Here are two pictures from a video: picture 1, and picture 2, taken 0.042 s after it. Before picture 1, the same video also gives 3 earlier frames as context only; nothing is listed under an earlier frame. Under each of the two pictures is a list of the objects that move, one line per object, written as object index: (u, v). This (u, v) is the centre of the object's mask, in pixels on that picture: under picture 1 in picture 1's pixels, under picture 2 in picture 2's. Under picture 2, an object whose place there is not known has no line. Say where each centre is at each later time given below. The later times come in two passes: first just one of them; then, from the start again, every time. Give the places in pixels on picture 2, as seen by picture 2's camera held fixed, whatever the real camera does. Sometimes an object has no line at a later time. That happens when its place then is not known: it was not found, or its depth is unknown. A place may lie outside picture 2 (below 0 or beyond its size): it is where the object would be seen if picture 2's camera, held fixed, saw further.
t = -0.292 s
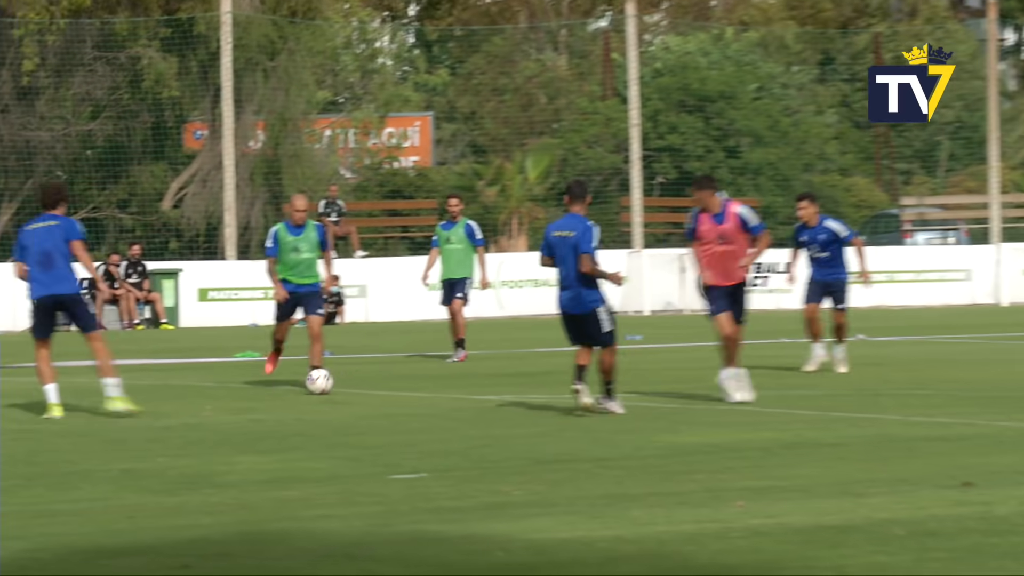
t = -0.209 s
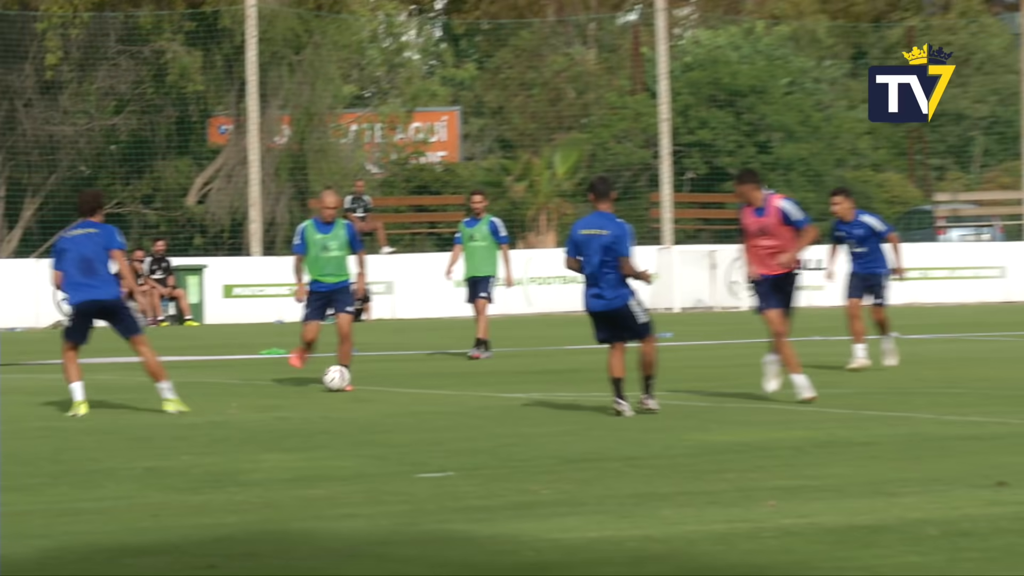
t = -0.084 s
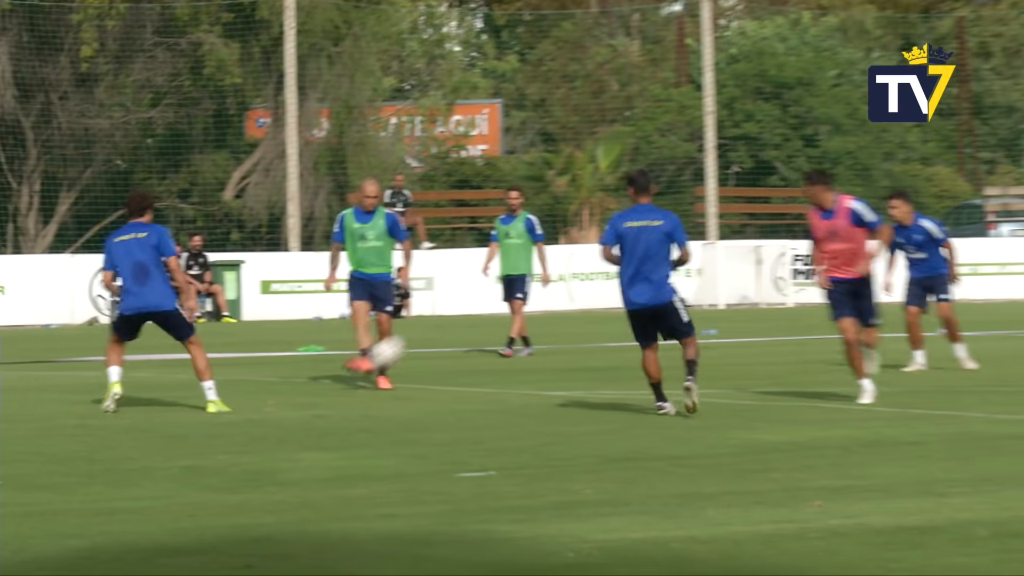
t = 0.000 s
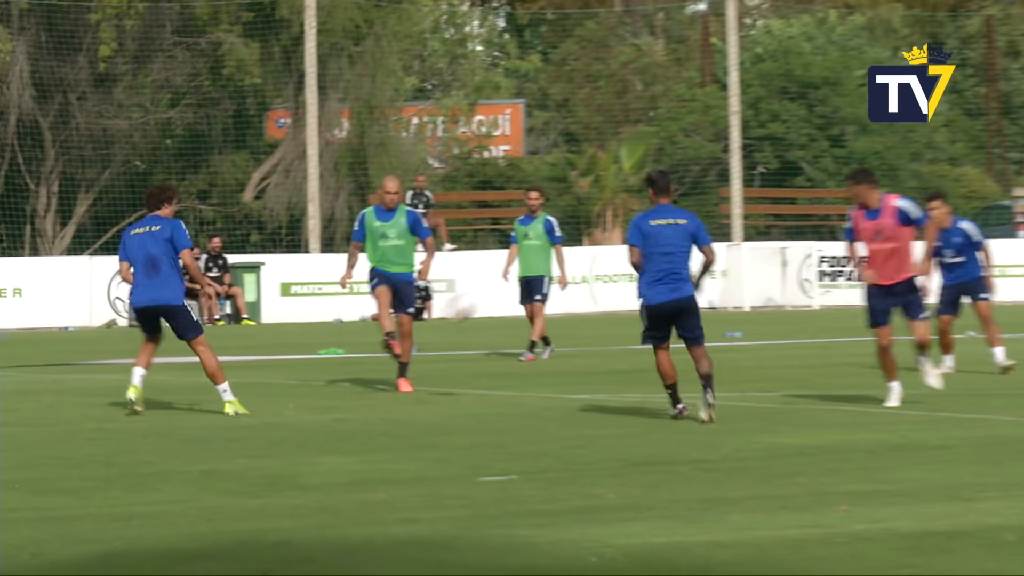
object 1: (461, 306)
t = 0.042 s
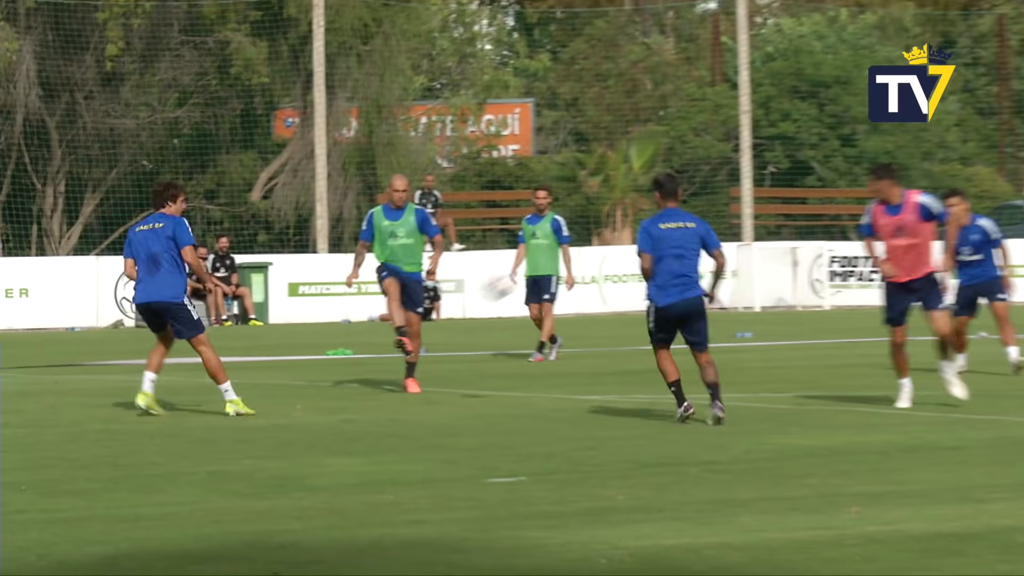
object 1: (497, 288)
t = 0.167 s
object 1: (593, 226)
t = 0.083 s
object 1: (529, 263)
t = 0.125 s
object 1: (562, 243)
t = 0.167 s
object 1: (593, 226)
